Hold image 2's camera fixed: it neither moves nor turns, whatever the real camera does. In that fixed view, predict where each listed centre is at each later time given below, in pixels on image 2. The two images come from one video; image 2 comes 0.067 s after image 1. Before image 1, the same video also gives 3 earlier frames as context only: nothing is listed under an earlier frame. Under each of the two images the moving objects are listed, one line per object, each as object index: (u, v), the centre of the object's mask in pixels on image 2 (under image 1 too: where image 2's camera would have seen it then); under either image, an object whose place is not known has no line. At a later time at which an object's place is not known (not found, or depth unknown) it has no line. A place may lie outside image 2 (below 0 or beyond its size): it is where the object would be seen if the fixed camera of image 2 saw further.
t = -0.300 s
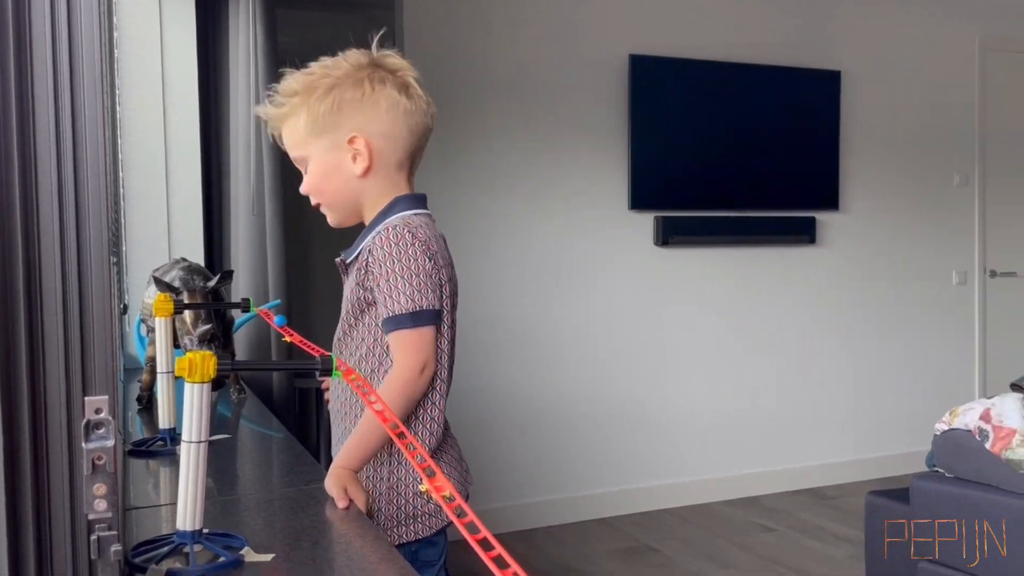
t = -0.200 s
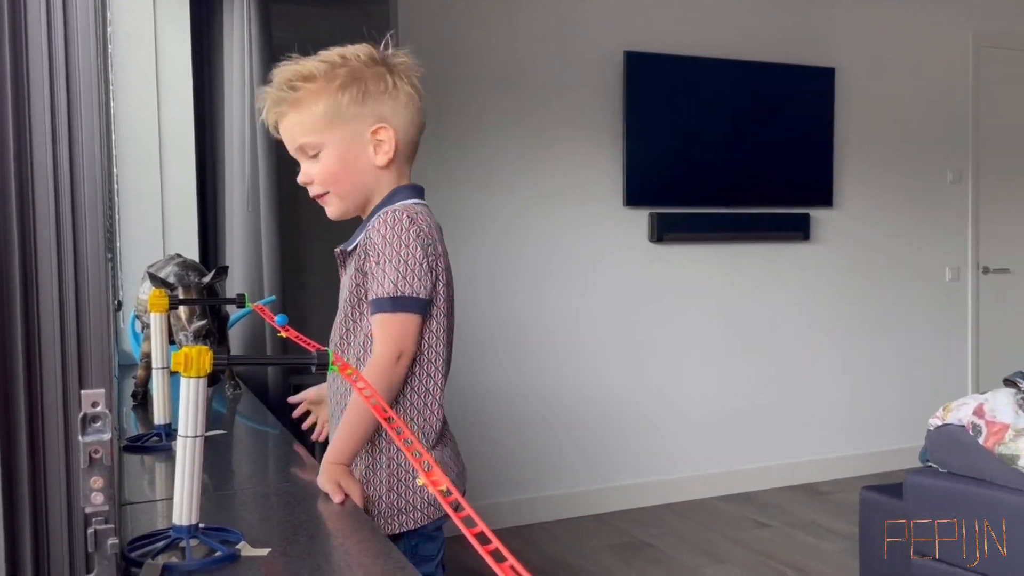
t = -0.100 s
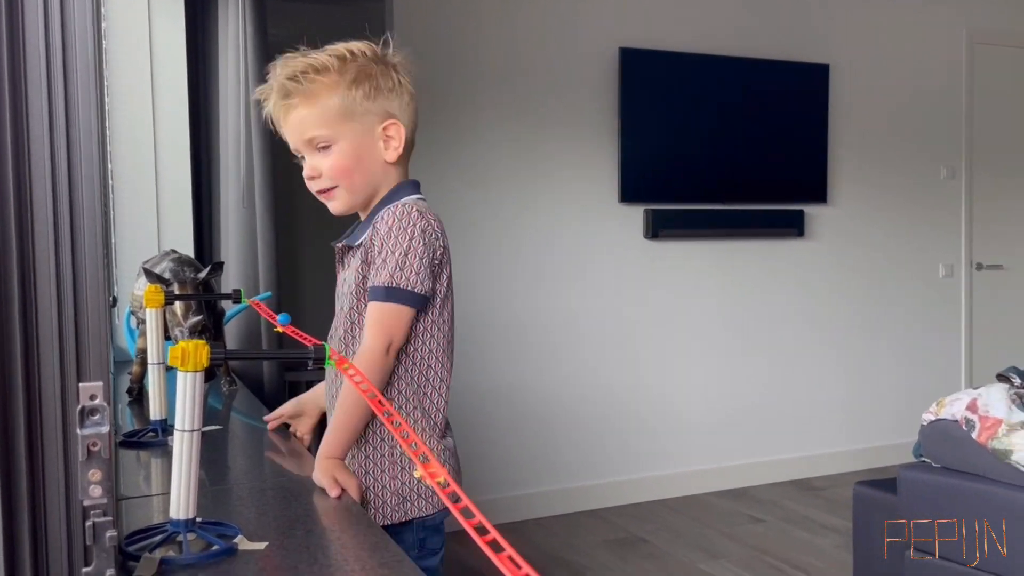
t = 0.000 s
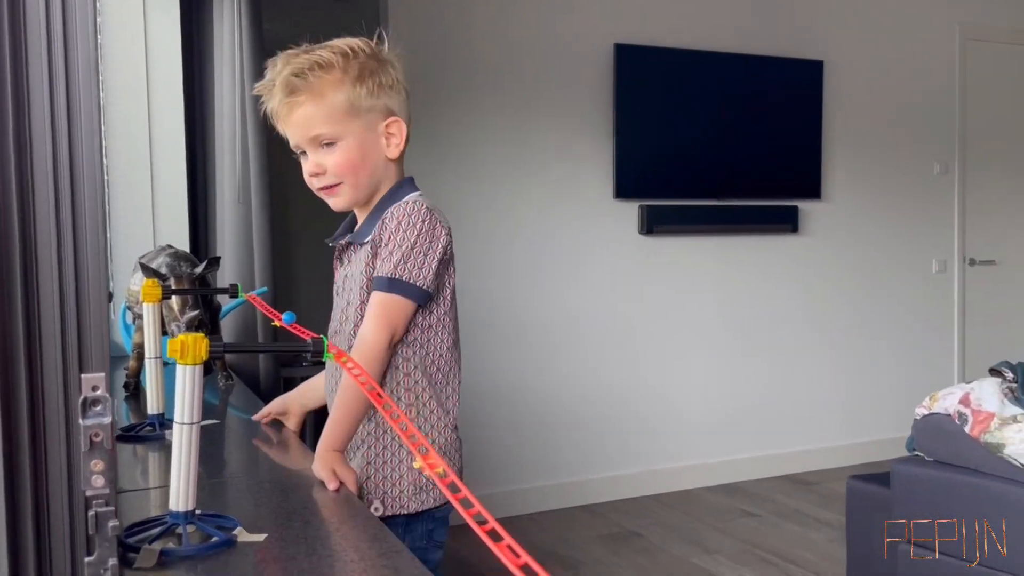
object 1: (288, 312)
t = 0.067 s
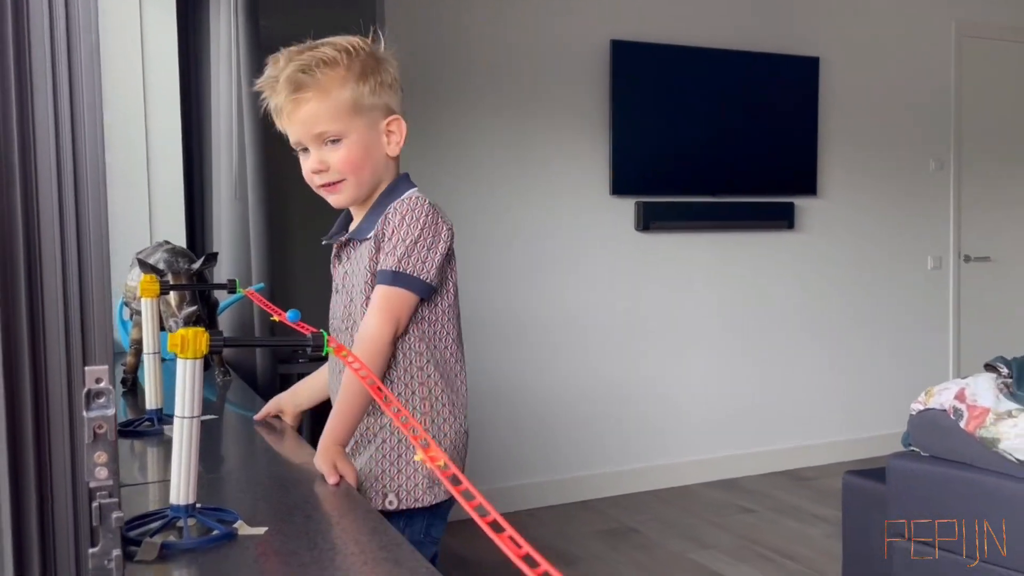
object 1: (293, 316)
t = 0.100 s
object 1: (296, 317)
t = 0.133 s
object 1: (299, 319)
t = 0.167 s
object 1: (303, 320)
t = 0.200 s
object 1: (306, 322)
